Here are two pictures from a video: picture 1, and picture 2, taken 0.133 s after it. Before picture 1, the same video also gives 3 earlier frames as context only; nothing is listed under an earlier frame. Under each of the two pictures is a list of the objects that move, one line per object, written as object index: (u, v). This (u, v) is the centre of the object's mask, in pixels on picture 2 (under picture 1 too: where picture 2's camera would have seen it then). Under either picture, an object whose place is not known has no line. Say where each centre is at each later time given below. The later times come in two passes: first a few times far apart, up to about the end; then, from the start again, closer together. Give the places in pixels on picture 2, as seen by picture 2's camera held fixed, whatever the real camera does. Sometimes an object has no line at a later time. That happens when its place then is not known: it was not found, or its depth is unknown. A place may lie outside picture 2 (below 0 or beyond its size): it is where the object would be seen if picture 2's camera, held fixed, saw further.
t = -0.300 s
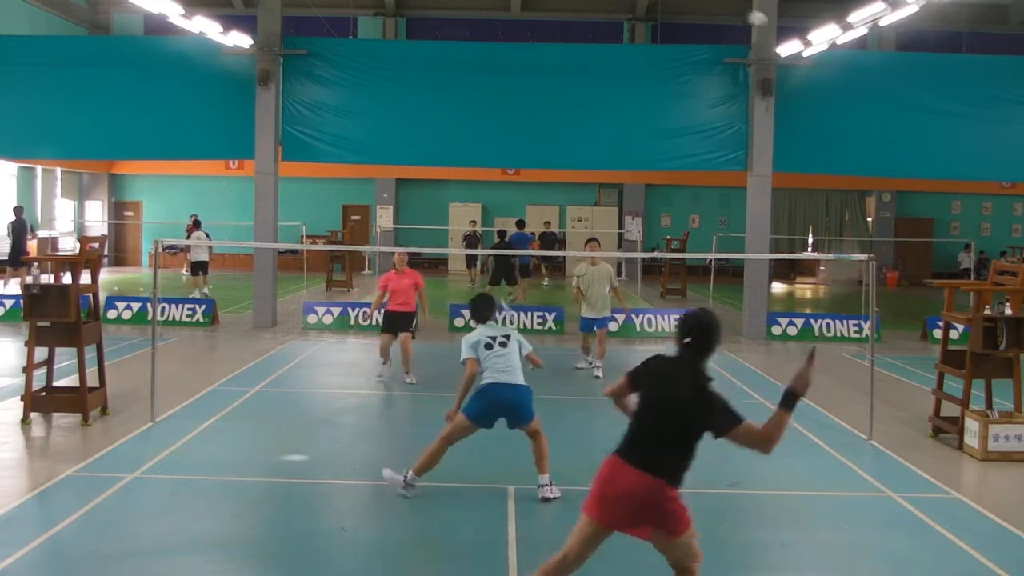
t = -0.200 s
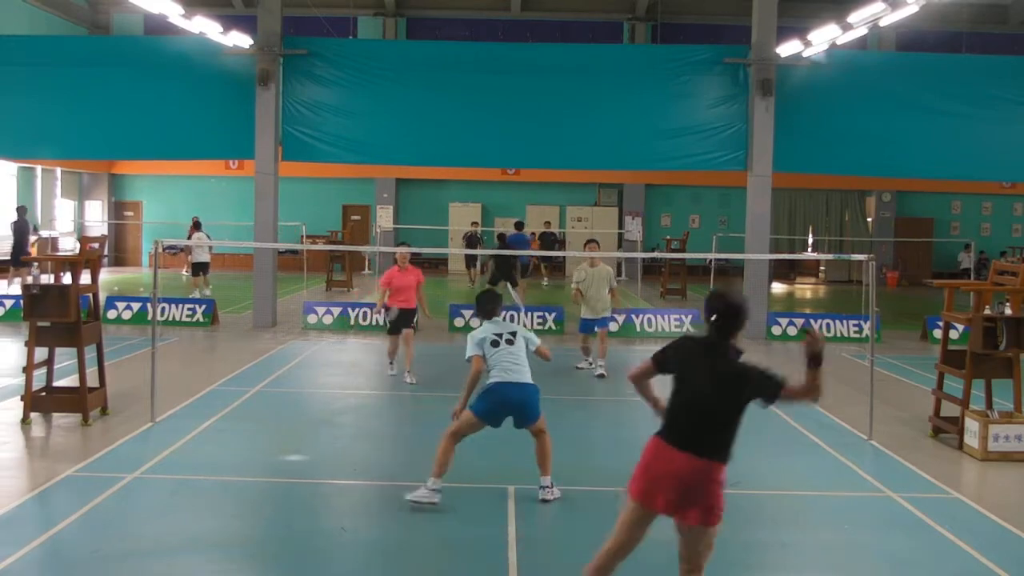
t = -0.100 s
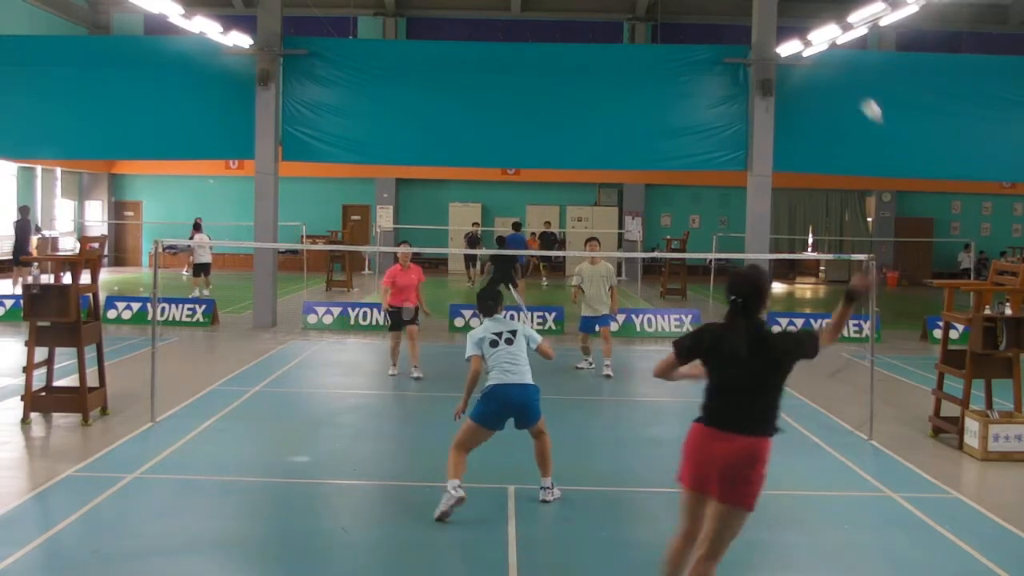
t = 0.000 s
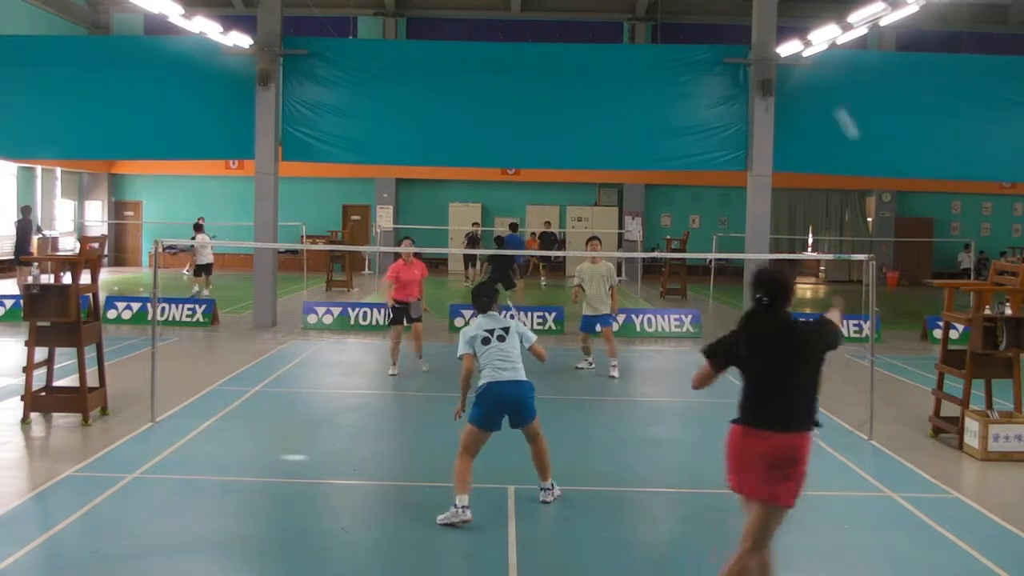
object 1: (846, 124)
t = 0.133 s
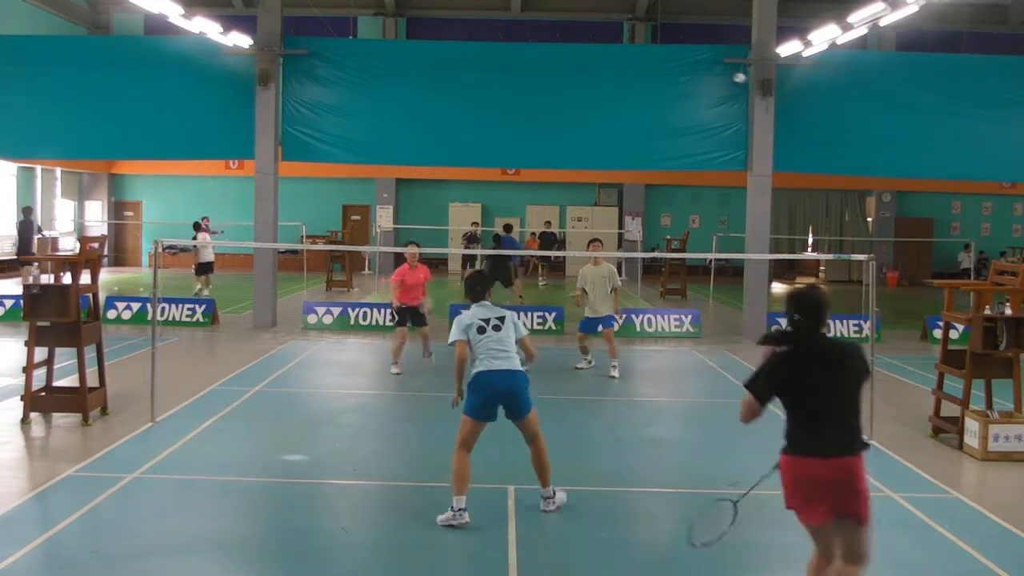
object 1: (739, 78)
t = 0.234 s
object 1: (708, 75)
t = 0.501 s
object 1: (669, 109)
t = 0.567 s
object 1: (663, 123)
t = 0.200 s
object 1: (717, 74)
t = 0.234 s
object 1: (708, 75)
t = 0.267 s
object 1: (701, 77)
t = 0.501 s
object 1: (669, 109)
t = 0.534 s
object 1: (666, 115)
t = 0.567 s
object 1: (663, 123)
